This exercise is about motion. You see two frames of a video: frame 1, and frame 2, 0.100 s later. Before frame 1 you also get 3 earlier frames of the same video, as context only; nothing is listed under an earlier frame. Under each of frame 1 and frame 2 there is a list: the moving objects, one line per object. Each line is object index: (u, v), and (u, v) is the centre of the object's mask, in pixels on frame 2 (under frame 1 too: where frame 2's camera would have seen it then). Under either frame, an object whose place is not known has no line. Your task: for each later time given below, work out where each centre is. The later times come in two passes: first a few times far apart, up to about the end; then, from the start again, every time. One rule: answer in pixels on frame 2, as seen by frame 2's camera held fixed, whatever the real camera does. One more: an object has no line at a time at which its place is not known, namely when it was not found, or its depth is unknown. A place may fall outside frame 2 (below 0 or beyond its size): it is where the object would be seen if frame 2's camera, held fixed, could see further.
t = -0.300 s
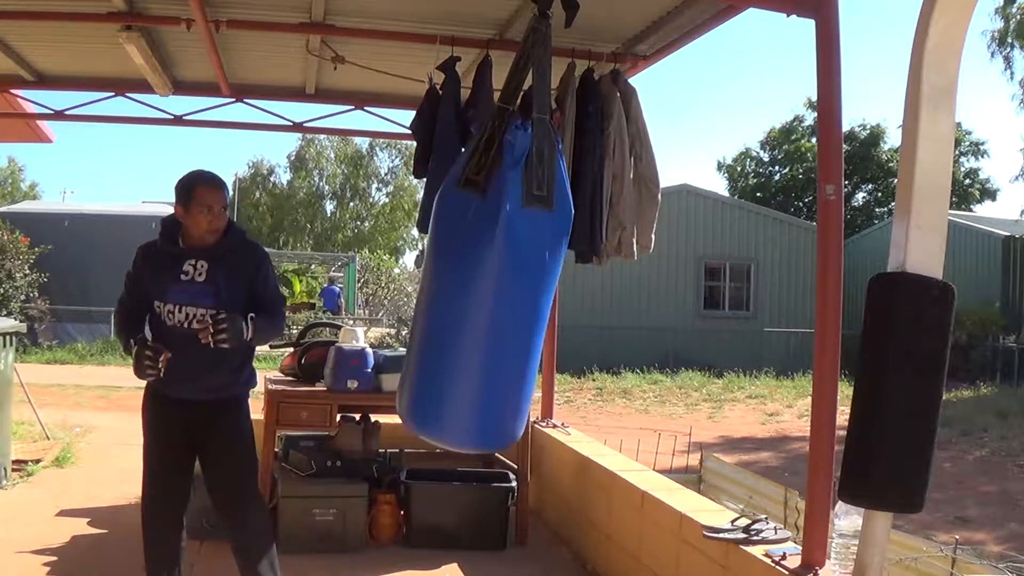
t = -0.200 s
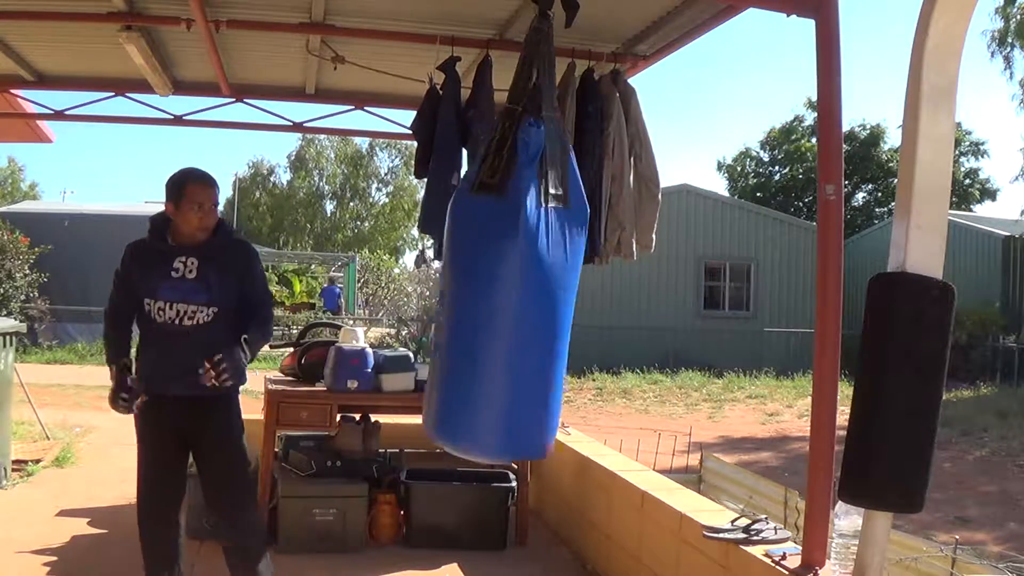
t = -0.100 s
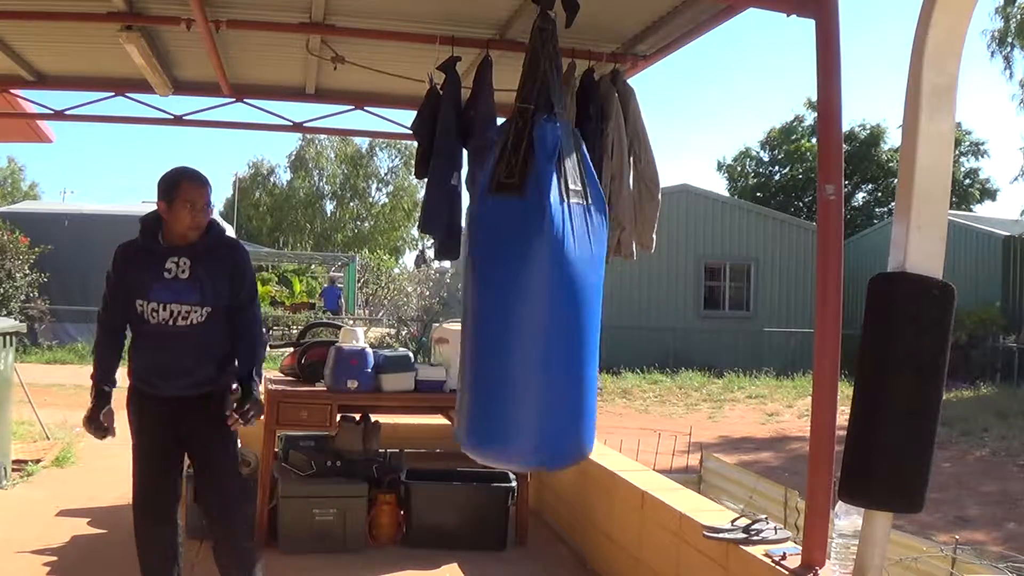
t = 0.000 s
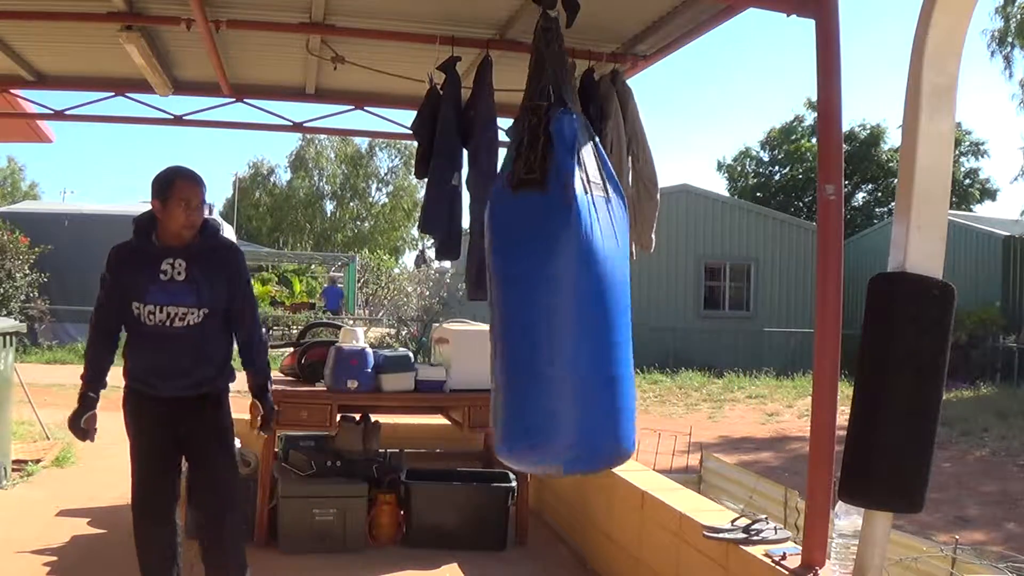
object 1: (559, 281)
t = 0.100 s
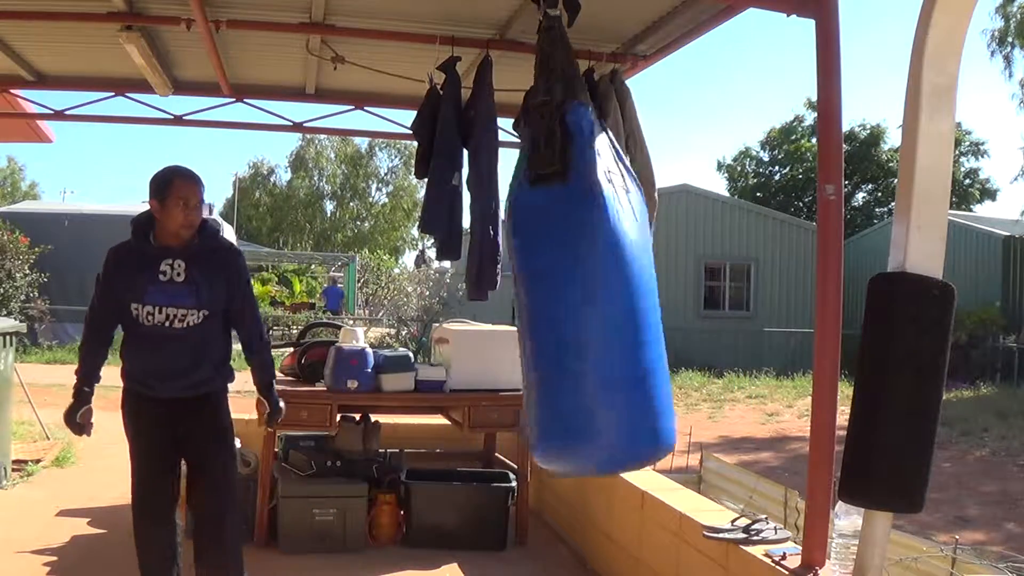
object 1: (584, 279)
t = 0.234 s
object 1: (611, 278)
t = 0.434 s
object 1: (625, 275)
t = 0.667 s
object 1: (596, 275)
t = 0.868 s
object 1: (550, 282)
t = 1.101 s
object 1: (501, 271)
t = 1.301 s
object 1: (480, 261)
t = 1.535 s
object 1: (486, 262)
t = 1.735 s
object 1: (514, 276)
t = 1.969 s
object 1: (565, 282)
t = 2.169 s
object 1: (603, 274)
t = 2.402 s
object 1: (616, 275)
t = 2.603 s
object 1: (594, 276)
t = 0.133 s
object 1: (591, 278)
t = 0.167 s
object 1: (598, 276)
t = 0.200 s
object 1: (606, 281)
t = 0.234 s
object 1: (611, 278)
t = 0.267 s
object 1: (615, 276)
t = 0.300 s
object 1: (619, 275)
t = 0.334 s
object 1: (622, 274)
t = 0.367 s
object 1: (624, 274)
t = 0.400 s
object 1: (625, 275)
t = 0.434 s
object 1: (625, 275)
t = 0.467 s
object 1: (624, 275)
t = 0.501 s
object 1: (622, 276)
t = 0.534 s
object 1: (618, 277)
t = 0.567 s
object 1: (614, 277)
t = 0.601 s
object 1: (610, 279)
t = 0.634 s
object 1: (604, 280)
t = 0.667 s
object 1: (596, 275)
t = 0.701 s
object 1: (589, 277)
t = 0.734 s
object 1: (582, 277)
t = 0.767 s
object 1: (575, 278)
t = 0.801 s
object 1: (567, 277)
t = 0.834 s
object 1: (558, 282)
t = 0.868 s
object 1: (550, 282)
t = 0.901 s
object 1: (542, 281)
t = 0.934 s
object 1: (534, 280)
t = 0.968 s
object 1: (526, 279)
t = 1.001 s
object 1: (519, 277)
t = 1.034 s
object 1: (512, 275)
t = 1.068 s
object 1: (506, 274)
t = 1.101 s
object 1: (501, 271)
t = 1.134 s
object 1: (496, 269)
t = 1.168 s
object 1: (491, 267)
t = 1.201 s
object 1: (487, 265)
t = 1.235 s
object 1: (484, 264)
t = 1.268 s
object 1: (482, 262)
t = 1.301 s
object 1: (480, 261)
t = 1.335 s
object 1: (479, 260)
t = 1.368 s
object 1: (479, 260)
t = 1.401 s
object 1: (479, 260)
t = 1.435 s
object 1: (479, 260)
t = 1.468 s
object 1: (481, 258)
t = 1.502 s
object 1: (483, 259)
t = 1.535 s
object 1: (486, 262)
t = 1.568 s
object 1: (489, 263)
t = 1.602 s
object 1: (493, 266)
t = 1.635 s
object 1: (497, 268)
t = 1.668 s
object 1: (502, 271)
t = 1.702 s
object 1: (508, 274)
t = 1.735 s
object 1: (514, 276)
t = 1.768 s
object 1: (521, 275)
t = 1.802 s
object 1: (527, 279)
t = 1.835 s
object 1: (534, 280)
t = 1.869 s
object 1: (542, 281)
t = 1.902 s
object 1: (550, 282)
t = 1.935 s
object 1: (558, 280)
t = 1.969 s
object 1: (565, 282)
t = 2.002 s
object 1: (573, 279)
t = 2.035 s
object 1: (580, 279)
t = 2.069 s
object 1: (587, 280)
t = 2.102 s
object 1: (593, 278)
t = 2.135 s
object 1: (599, 275)
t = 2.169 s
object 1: (603, 274)
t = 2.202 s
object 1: (607, 272)
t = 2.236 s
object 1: (609, 271)
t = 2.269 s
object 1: (611, 270)
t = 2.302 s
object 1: (617, 275)
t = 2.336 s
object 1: (617, 275)
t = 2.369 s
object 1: (617, 275)
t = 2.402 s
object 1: (616, 275)
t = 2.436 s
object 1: (615, 276)
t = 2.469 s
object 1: (612, 277)
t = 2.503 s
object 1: (607, 273)
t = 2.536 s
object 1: (603, 274)
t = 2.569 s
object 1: (598, 276)
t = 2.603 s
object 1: (594, 276)
